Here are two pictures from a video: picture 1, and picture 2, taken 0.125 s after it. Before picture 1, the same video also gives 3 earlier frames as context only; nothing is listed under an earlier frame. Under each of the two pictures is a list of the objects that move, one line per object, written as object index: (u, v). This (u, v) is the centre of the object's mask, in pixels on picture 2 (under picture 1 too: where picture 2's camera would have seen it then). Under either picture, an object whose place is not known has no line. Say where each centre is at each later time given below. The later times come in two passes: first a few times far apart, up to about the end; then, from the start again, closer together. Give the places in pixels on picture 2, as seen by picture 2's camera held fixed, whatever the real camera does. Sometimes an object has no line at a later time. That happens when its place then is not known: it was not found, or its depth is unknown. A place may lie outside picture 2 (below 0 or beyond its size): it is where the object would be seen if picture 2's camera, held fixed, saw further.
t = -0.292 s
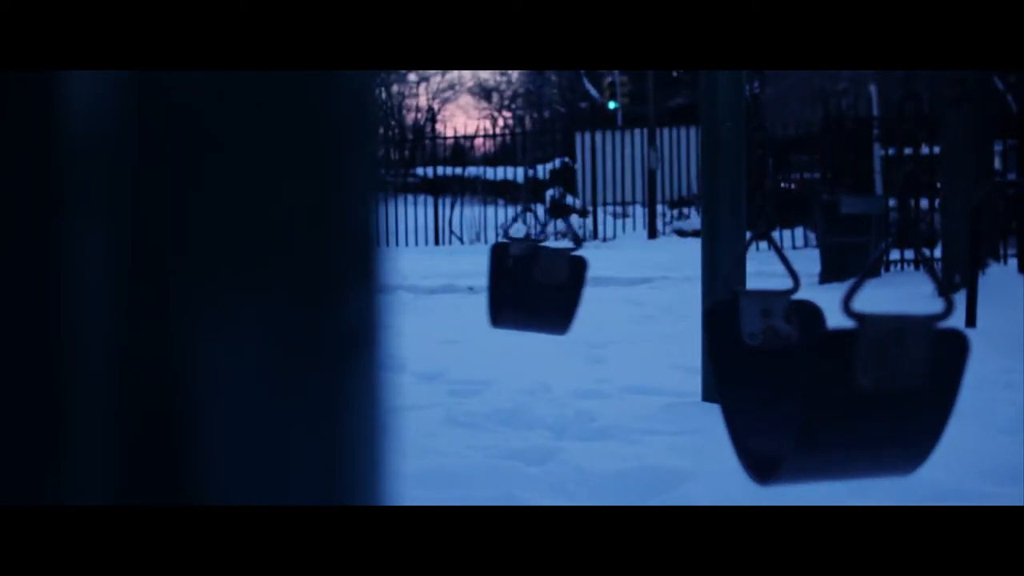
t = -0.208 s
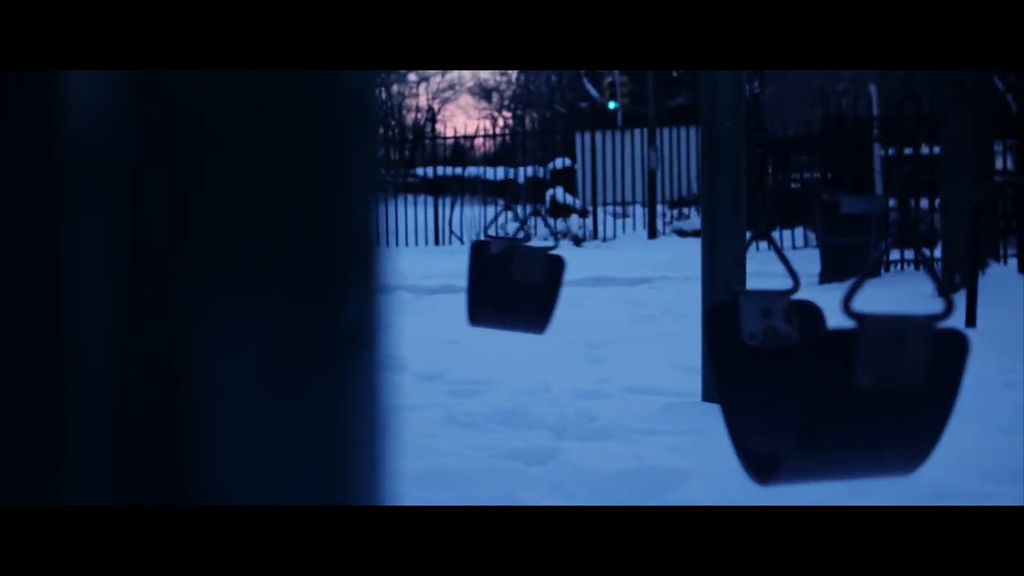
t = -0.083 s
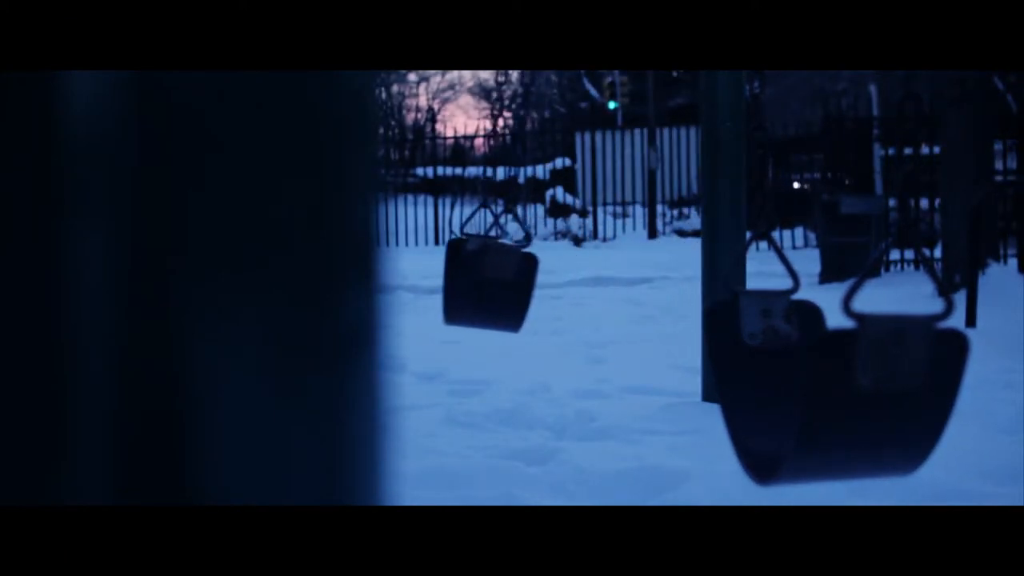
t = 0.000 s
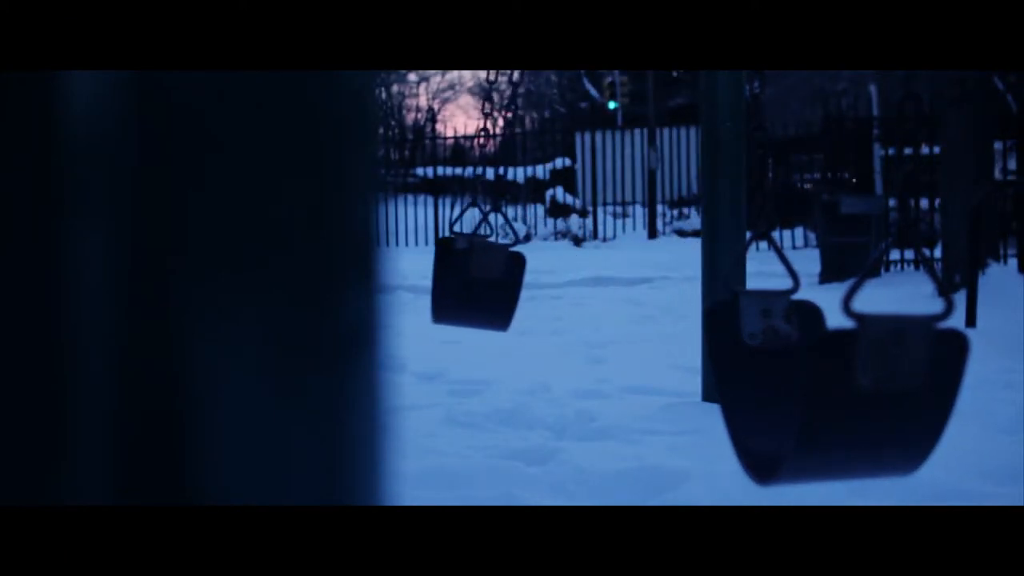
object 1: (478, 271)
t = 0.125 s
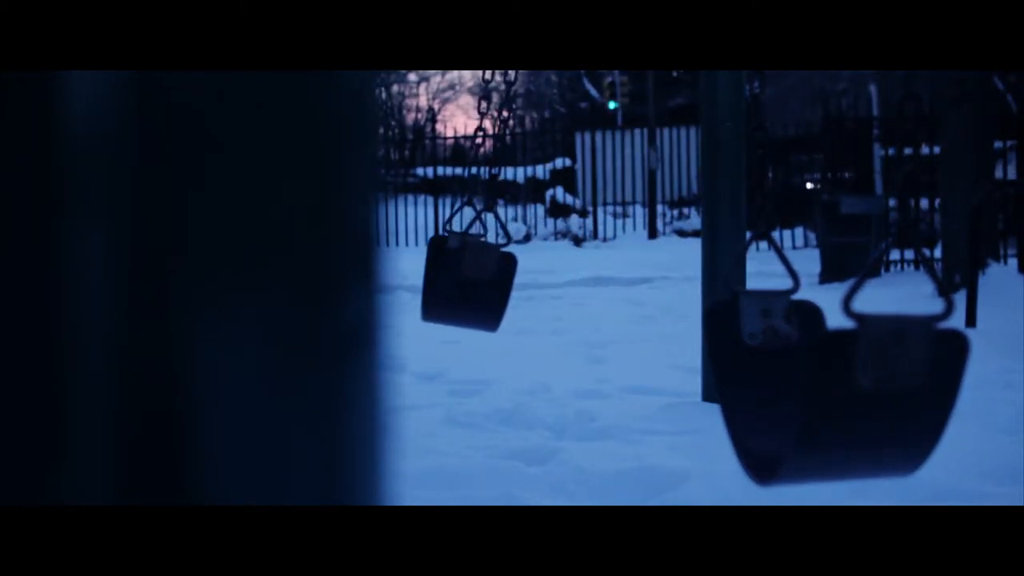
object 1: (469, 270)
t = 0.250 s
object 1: (471, 271)
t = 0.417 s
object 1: (491, 280)
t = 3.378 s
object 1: (613, 286)
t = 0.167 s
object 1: (468, 270)
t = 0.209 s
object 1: (469, 271)
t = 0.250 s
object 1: (471, 271)
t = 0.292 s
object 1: (474, 271)
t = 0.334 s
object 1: (479, 272)
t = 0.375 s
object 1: (483, 276)
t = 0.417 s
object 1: (491, 280)
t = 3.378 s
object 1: (613, 286)
